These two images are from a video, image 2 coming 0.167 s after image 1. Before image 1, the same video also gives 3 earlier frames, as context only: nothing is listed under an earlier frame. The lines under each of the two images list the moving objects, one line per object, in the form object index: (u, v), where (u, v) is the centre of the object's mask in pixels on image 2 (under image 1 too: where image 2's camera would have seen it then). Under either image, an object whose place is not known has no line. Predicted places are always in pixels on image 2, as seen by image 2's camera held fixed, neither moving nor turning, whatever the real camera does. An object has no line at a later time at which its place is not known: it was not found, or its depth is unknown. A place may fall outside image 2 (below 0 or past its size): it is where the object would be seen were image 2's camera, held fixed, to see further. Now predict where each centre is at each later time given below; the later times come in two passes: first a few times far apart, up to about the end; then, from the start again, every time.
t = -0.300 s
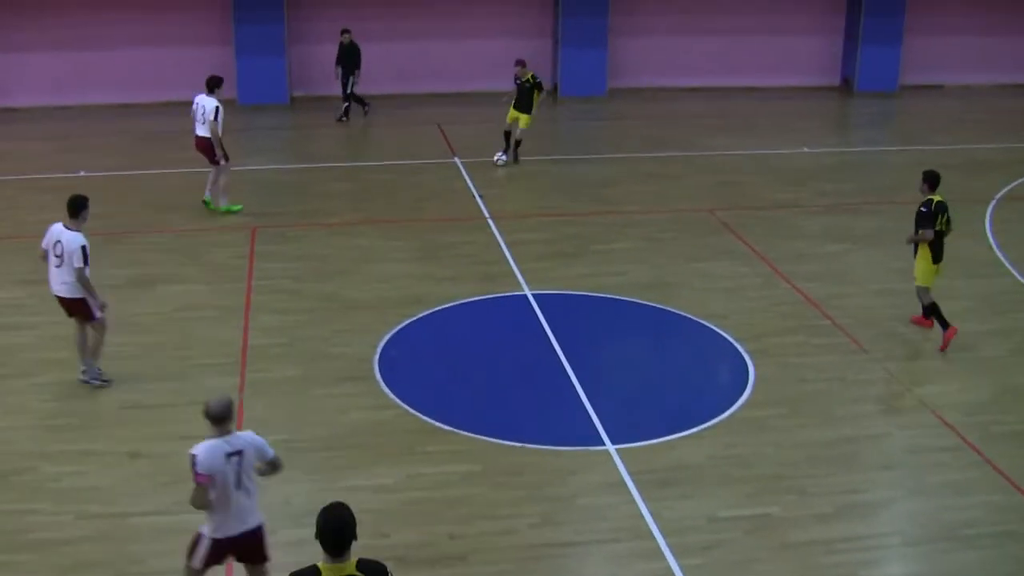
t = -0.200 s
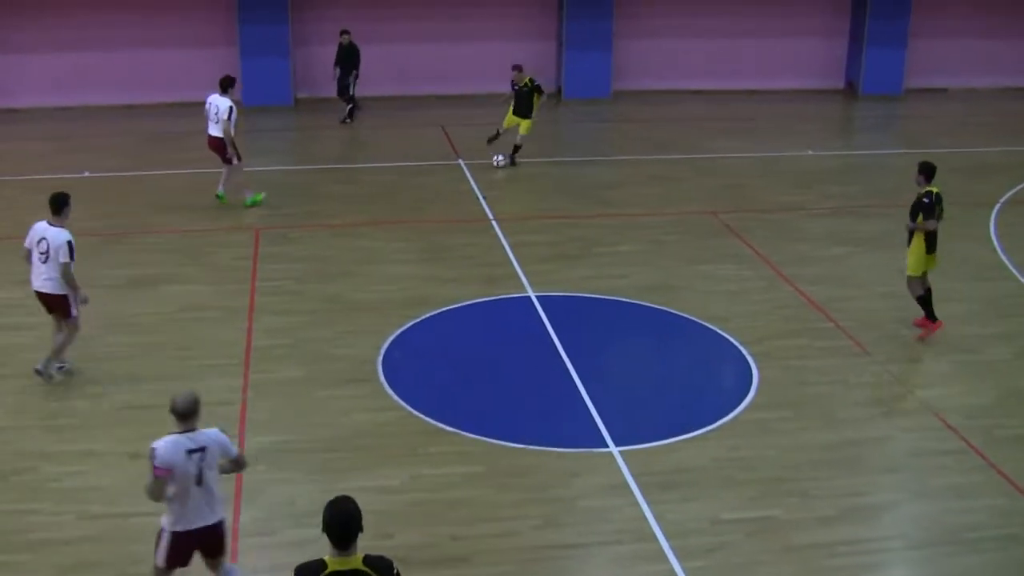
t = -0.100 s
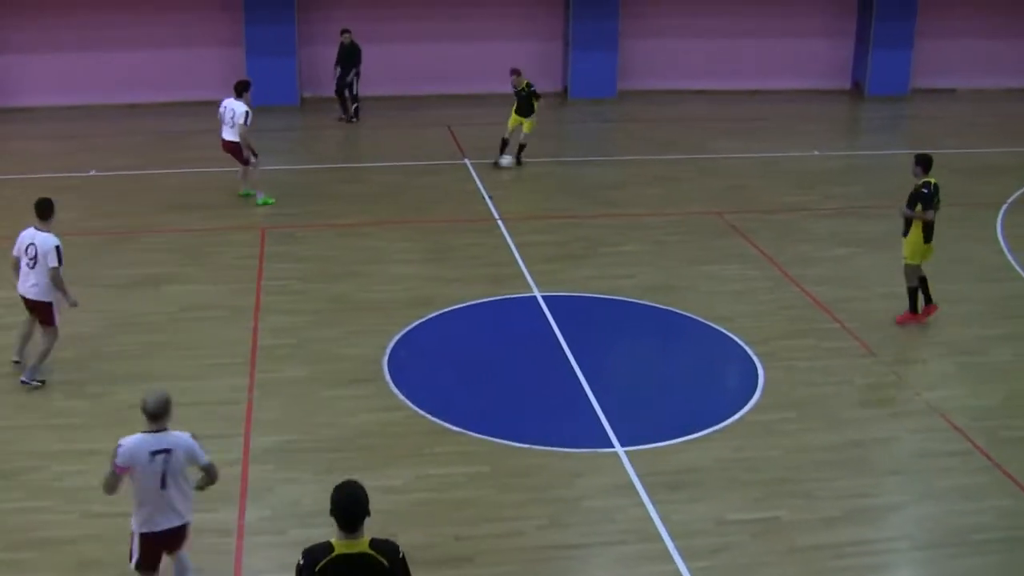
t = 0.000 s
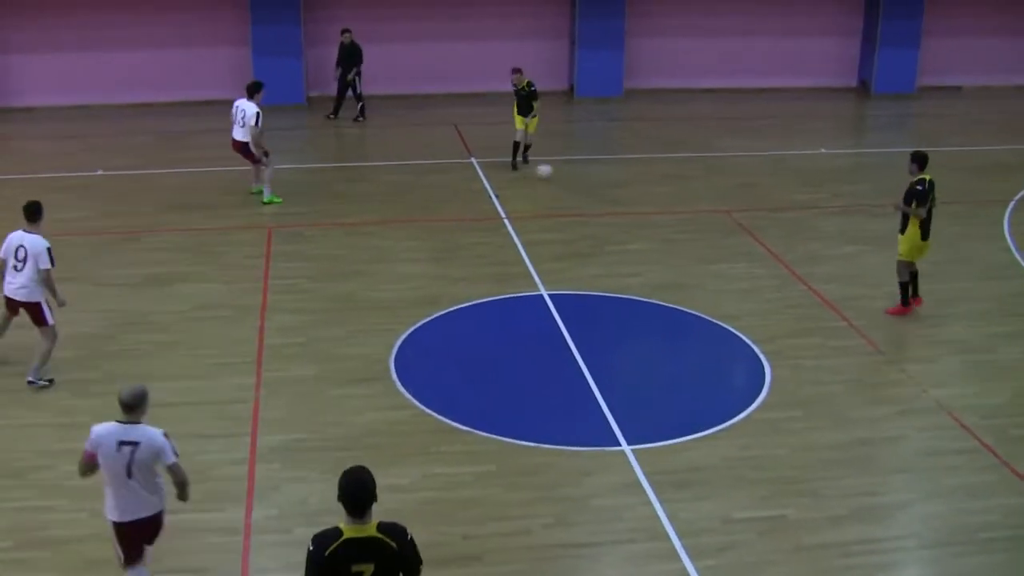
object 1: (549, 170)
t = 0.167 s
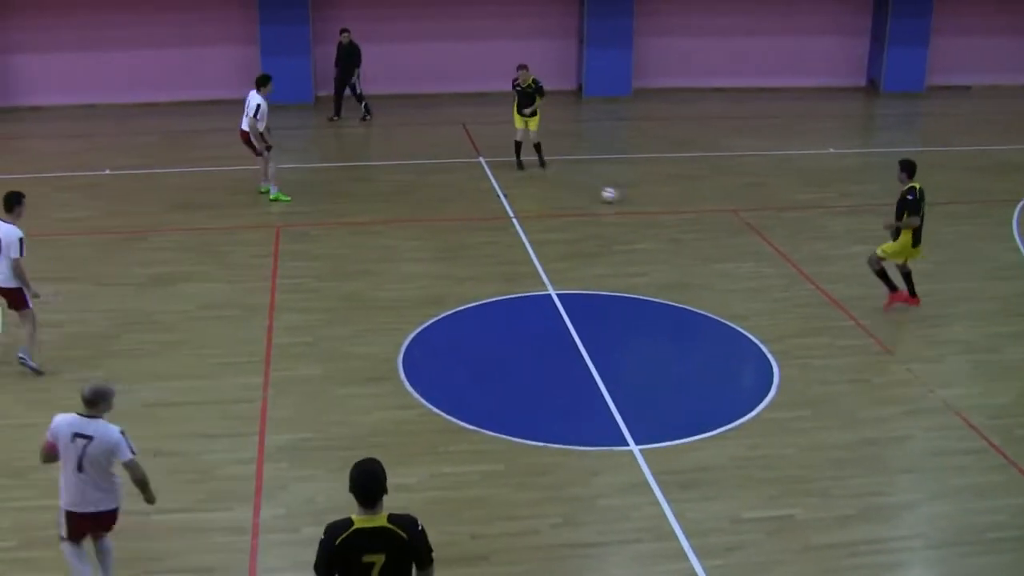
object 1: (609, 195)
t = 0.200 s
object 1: (621, 200)
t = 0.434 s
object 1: (700, 233)
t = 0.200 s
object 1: (621, 200)
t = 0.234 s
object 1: (633, 205)
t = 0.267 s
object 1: (644, 210)
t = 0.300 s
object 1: (653, 214)
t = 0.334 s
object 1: (665, 219)
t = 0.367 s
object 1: (676, 224)
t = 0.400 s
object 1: (688, 228)
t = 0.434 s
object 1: (700, 233)
